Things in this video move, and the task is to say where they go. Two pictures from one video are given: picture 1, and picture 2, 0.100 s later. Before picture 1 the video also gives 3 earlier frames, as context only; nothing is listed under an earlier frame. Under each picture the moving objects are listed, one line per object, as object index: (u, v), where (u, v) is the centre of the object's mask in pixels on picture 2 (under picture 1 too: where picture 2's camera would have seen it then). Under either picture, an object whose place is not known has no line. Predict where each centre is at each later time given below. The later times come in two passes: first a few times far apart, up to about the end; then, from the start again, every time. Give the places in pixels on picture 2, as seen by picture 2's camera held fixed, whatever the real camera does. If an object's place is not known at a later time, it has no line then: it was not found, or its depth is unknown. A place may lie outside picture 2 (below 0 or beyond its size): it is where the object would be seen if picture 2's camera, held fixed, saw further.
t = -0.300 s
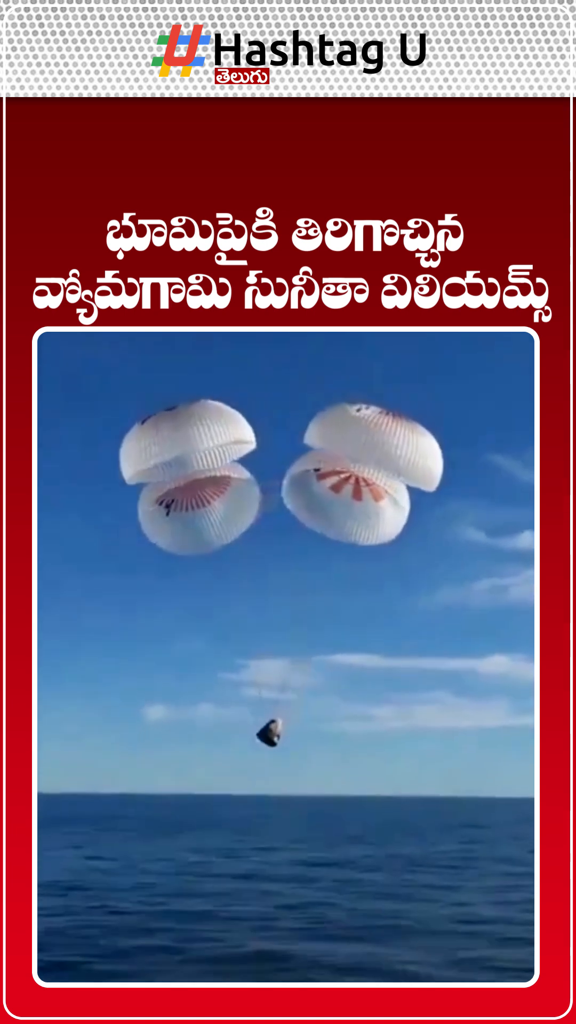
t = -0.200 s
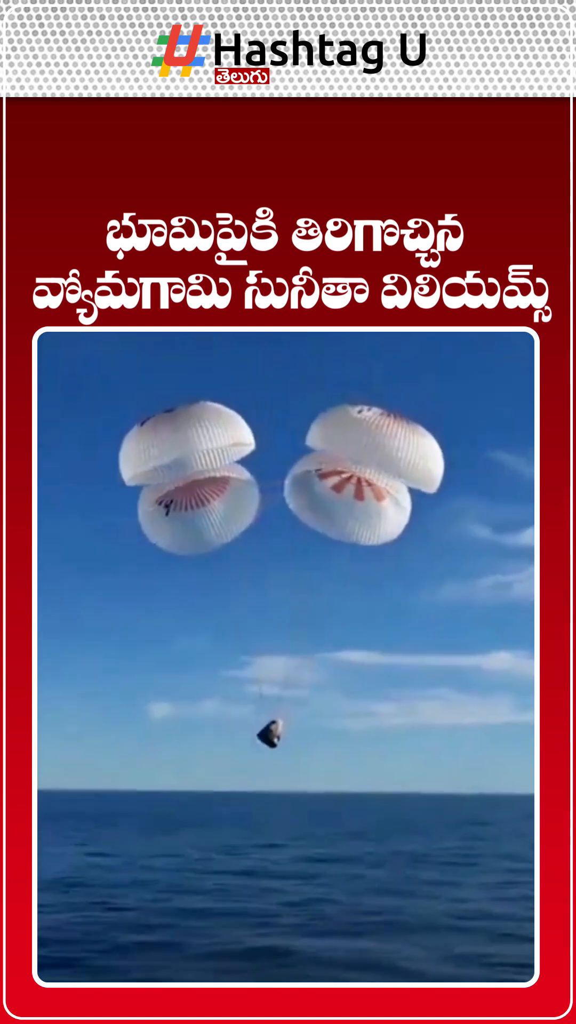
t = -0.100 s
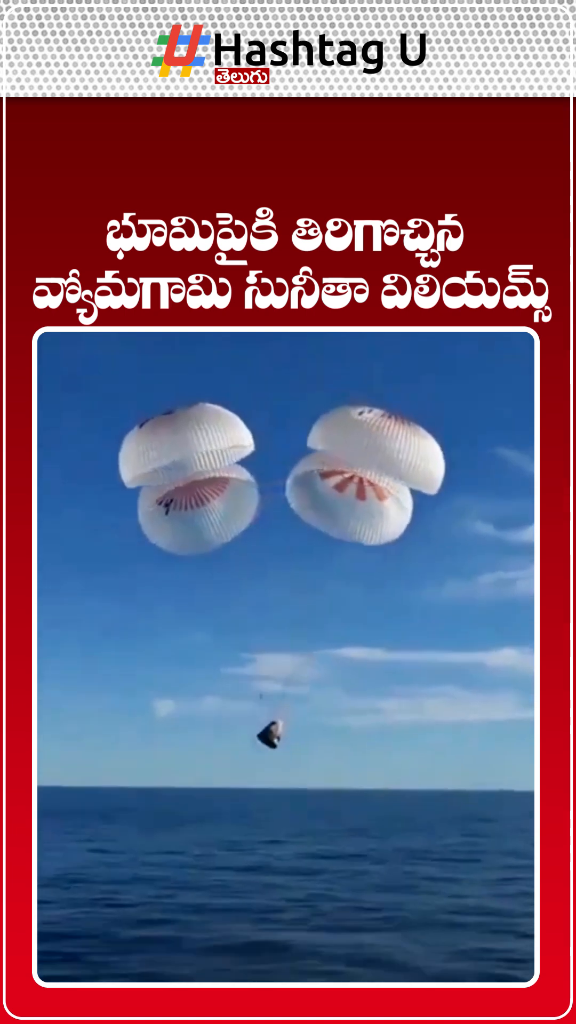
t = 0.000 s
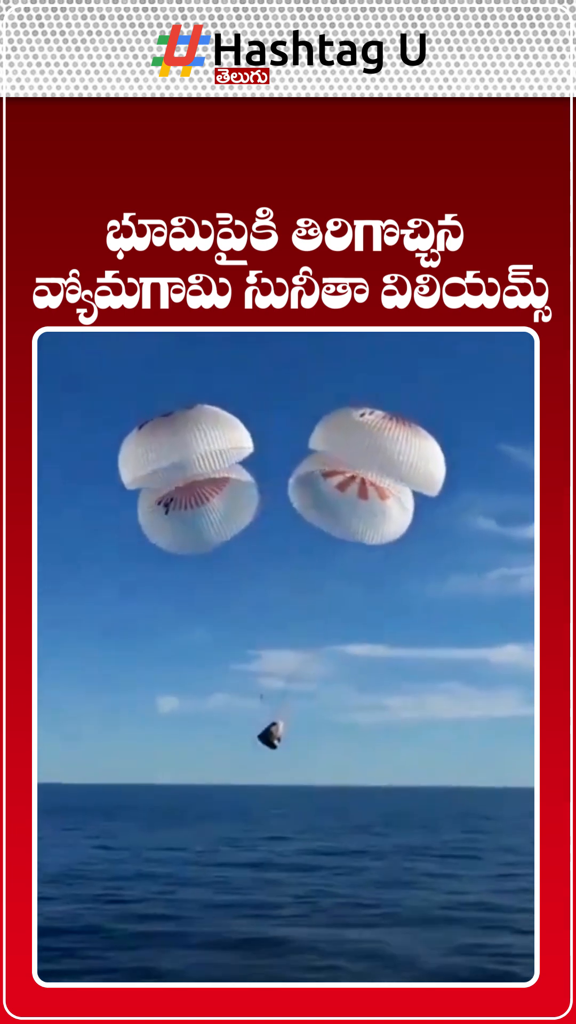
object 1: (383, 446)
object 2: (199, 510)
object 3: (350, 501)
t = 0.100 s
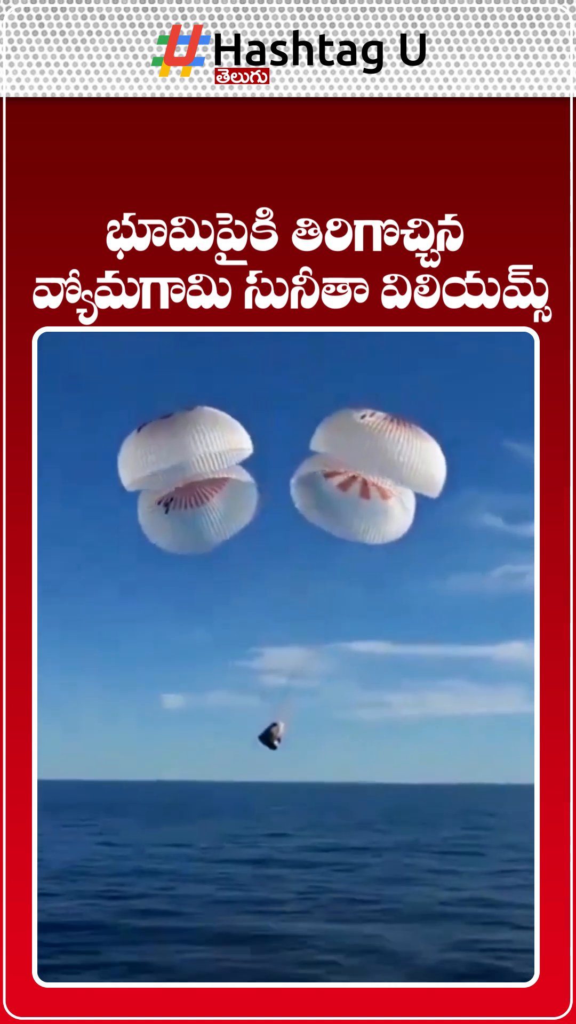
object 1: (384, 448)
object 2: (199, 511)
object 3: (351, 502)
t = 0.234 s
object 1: (385, 450)
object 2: (198, 511)
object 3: (353, 502)
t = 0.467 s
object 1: (388, 454)
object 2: (199, 511)
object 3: (357, 504)
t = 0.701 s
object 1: (394, 457)
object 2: (202, 510)
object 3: (364, 504)
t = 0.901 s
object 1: (398, 460)
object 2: (205, 511)
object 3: (370, 505)
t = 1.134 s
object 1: (406, 464)
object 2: (208, 510)
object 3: (377, 507)
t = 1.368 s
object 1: (413, 468)
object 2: (213, 510)
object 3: (384, 508)
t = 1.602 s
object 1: (420, 472)
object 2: (216, 510)
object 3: (390, 510)
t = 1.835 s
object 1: (426, 475)
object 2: (219, 510)
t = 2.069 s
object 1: (434, 478)
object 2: (223, 509)
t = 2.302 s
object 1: (443, 480)
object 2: (227, 508)
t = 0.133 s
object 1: (384, 449)
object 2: (199, 510)
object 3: (351, 502)
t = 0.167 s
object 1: (385, 449)
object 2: (198, 511)
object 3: (352, 502)
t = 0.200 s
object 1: (384, 450)
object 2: (198, 511)
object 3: (352, 502)
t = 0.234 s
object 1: (385, 450)
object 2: (198, 511)
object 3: (353, 502)
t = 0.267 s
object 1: (386, 451)
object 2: (199, 511)
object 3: (354, 503)
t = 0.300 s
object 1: (386, 451)
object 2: (199, 510)
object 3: (355, 503)
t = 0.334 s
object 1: (386, 452)
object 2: (198, 511)
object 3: (355, 503)
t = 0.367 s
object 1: (387, 452)
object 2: (198, 510)
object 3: (355, 503)
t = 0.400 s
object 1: (387, 453)
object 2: (198, 510)
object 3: (356, 503)
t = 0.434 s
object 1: (388, 453)
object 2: (198, 510)
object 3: (357, 503)
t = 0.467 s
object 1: (388, 454)
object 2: (199, 511)
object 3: (357, 504)
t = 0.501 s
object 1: (389, 455)
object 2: (199, 511)
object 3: (358, 504)
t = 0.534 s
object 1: (389, 455)
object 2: (199, 511)
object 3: (359, 504)
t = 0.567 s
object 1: (390, 455)
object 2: (200, 511)
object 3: (359, 504)
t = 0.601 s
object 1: (391, 455)
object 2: (200, 511)
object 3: (360, 504)
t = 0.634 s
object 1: (392, 456)
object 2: (201, 511)
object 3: (362, 504)
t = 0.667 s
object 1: (393, 457)
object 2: (201, 511)
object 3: (363, 505)
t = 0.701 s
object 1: (394, 457)
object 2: (202, 510)
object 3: (364, 504)
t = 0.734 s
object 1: (394, 457)
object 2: (202, 510)
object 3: (365, 504)
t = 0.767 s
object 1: (395, 458)
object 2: (202, 511)
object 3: (365, 505)
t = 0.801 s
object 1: (396, 459)
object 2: (203, 511)
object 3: (367, 505)
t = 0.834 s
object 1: (396, 459)
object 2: (204, 511)
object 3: (368, 505)
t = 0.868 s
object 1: (398, 459)
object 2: (205, 510)
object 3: (369, 505)
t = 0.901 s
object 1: (398, 460)
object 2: (205, 511)
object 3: (370, 505)
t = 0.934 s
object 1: (400, 460)
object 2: (206, 510)
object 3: (371, 505)
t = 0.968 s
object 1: (401, 461)
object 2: (206, 510)
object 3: (372, 505)
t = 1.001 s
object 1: (402, 462)
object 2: (206, 510)
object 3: (373, 506)
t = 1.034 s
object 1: (403, 462)
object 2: (207, 510)
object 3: (374, 506)
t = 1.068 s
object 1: (404, 462)
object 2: (207, 510)
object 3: (375, 506)
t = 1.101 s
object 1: (405, 463)
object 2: (208, 510)
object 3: (376, 506)
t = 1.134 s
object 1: (406, 464)
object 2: (208, 510)
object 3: (377, 507)
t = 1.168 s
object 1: (407, 465)
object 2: (209, 510)
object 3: (378, 507)
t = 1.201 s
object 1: (408, 465)
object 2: (209, 510)
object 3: (379, 507)
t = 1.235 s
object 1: (409, 465)
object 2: (210, 510)
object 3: (380, 507)
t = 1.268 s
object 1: (410, 466)
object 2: (211, 510)
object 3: (381, 508)
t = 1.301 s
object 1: (411, 467)
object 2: (212, 510)
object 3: (382, 508)
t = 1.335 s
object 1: (413, 467)
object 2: (212, 510)
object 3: (383, 508)
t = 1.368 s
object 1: (413, 468)
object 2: (213, 510)
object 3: (384, 508)
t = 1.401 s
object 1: (414, 468)
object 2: (213, 510)
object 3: (385, 508)
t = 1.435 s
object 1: (415, 469)
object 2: (214, 510)
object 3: (386, 509)
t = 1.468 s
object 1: (417, 470)
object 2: (215, 511)
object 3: (387, 509)
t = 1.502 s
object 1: (417, 470)
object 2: (215, 510)
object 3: (388, 509)
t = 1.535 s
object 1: (418, 470)
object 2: (215, 510)
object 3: (389, 509)
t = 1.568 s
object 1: (418, 471)
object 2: (216, 511)
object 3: (390, 510)
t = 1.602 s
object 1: (420, 472)
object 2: (216, 510)
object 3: (390, 510)
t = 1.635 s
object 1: (421, 472)
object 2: (216, 510)
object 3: (391, 510)
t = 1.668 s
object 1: (422, 472)
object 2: (217, 510)
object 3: (393, 510)
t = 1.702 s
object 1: (423, 473)
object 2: (217, 510)
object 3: (393, 511)
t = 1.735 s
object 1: (423, 474)
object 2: (218, 510)
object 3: (394, 511)
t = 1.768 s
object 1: (424, 474)
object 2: (218, 510)
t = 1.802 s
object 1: (425, 474)
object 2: (219, 509)
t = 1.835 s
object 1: (426, 475)
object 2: (219, 510)
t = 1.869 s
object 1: (427, 476)
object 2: (220, 509)
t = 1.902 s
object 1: (428, 476)
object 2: (220, 509)
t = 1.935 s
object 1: (429, 477)
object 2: (220, 509)
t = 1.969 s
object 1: (430, 477)
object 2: (221, 509)
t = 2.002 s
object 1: (432, 477)
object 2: (222, 509)
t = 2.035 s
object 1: (433, 477)
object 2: (222, 509)
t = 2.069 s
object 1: (434, 478)
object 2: (223, 509)
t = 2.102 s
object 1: (435, 478)
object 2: (223, 510)
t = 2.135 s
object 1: (436, 479)
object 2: (224, 509)
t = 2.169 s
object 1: (437, 479)
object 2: (225, 509)
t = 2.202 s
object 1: (439, 479)
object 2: (226, 508)
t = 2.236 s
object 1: (440, 479)
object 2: (226, 508)
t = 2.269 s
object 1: (441, 480)
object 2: (227, 508)
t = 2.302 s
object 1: (443, 480)
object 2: (227, 508)
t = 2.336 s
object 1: (444, 480)
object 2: (227, 508)
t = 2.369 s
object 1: (445, 480)
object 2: (228, 507)
